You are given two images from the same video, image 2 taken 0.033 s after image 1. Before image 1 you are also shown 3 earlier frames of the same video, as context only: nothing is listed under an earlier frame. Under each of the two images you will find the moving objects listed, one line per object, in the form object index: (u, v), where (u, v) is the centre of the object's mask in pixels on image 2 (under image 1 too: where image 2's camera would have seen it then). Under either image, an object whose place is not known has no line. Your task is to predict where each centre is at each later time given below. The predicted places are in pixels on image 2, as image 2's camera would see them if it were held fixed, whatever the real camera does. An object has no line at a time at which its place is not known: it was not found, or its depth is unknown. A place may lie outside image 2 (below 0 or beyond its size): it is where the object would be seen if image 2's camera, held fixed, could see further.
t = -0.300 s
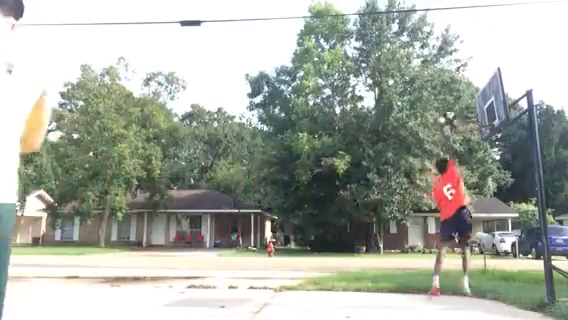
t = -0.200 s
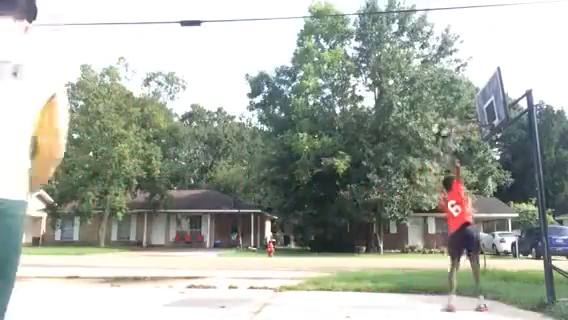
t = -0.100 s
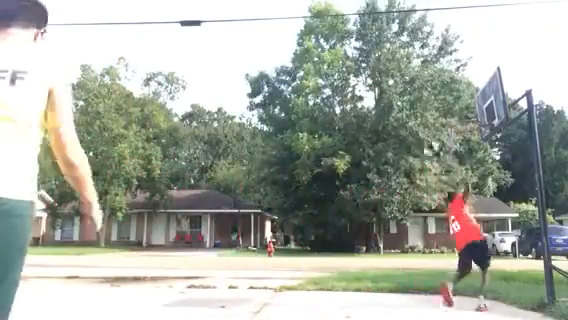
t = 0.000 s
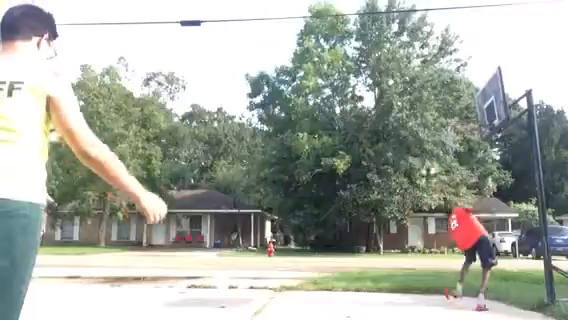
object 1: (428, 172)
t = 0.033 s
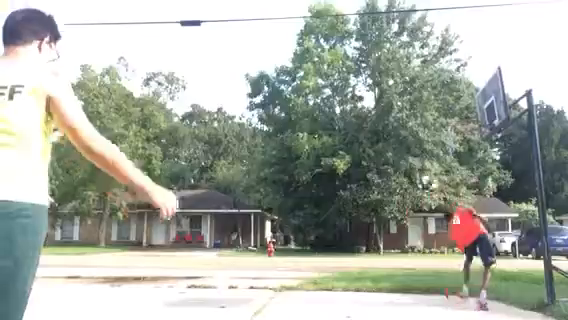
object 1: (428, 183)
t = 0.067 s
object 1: (426, 191)
